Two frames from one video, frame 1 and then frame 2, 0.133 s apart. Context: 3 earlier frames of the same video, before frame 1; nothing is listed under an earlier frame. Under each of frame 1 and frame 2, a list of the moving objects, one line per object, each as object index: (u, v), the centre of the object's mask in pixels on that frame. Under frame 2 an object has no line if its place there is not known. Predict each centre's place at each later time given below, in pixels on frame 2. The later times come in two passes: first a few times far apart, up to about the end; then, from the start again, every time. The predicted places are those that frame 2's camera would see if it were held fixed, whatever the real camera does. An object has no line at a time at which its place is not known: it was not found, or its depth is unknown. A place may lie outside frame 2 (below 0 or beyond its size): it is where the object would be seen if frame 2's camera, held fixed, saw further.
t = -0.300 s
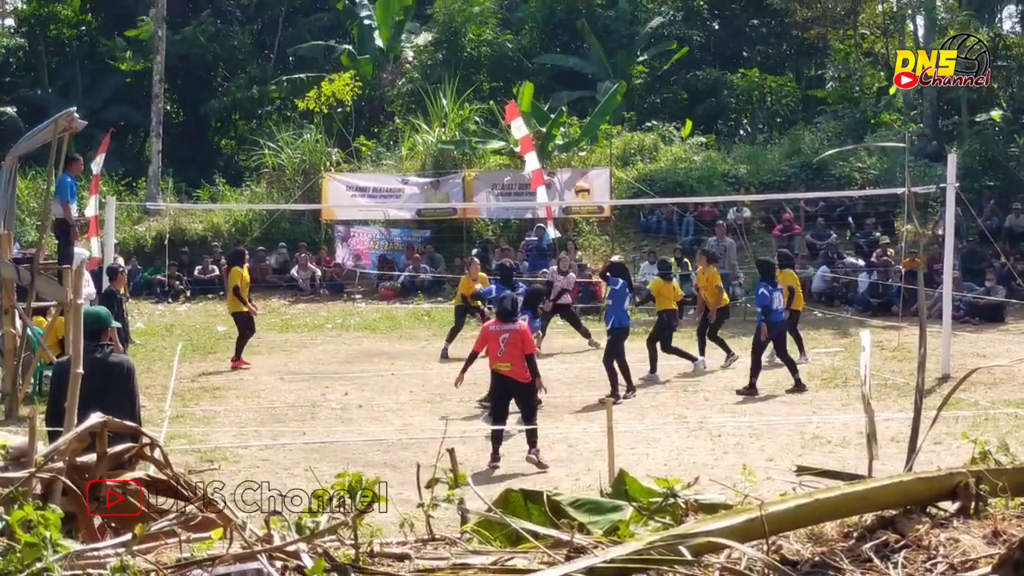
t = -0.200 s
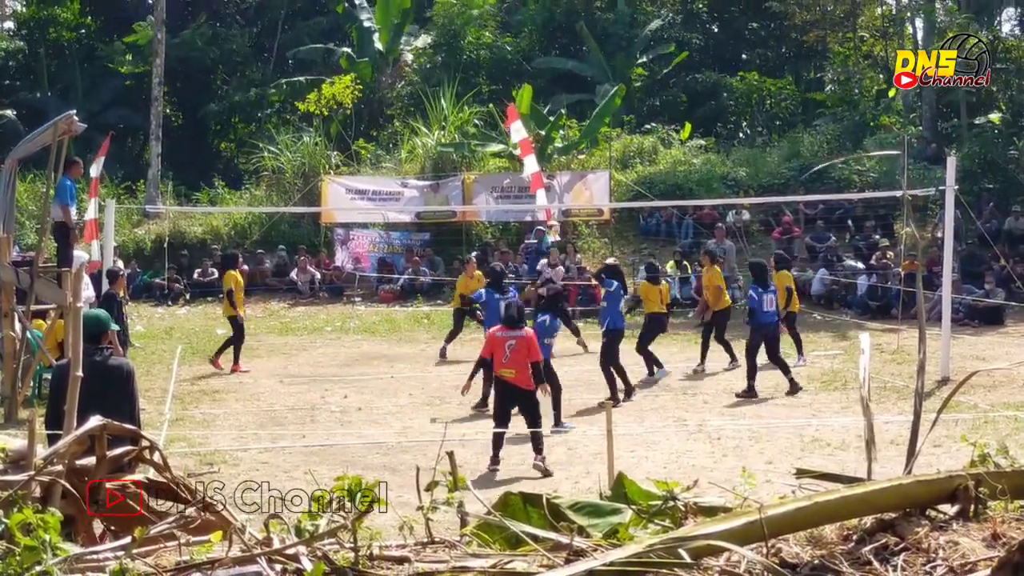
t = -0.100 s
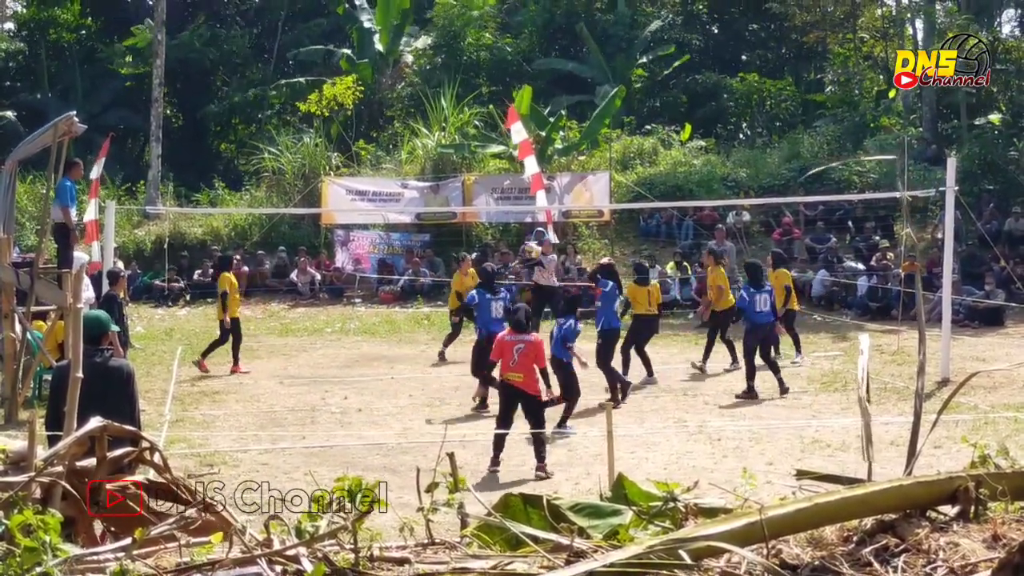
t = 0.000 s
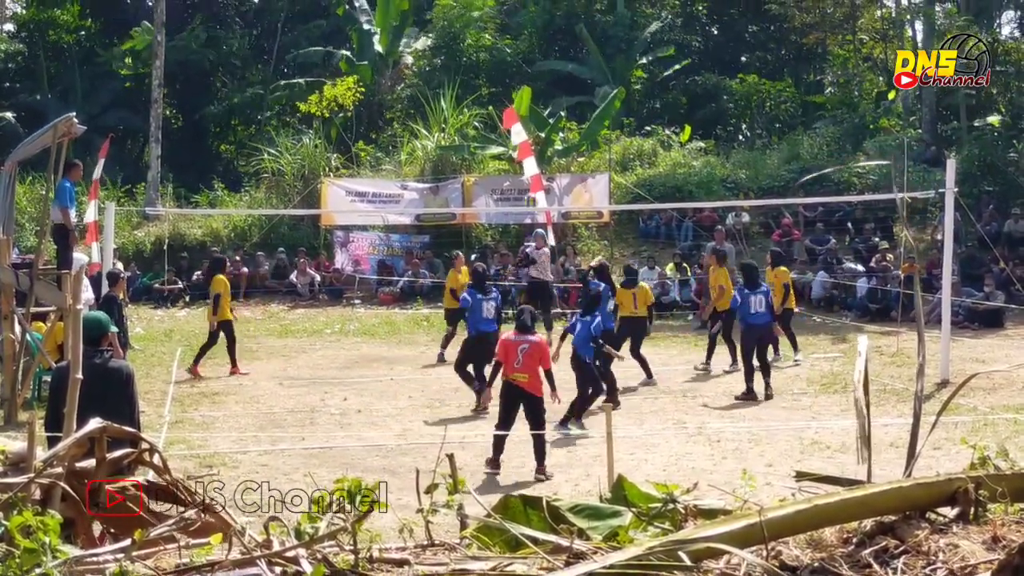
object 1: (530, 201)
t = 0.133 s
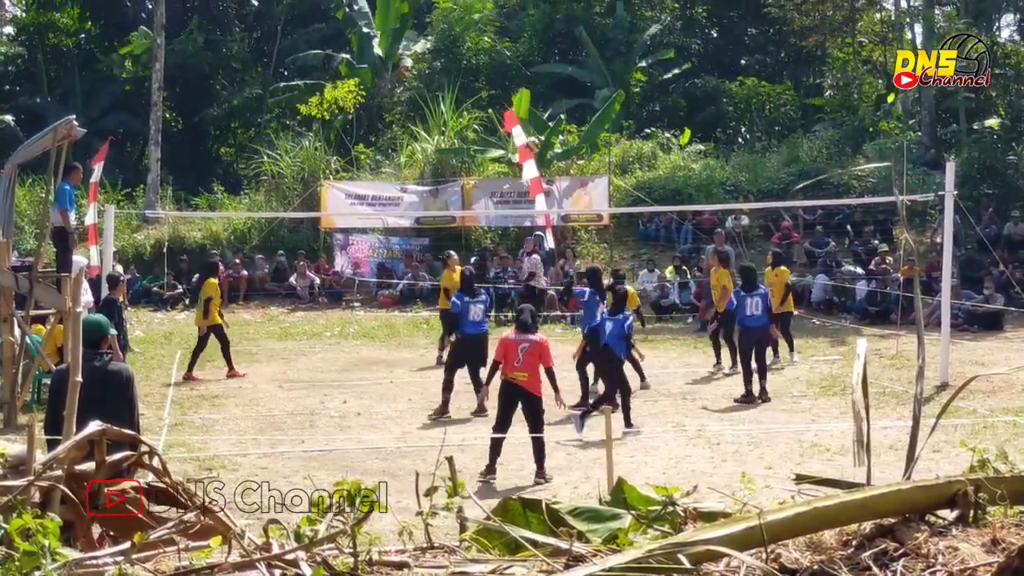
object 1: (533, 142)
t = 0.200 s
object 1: (532, 115)
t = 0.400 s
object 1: (535, 59)
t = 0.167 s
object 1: (532, 128)
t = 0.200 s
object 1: (532, 115)
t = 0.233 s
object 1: (532, 104)
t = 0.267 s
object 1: (533, 93)
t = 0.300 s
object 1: (533, 84)
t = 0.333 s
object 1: (533, 74)
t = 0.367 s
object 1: (534, 66)
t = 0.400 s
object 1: (535, 59)
